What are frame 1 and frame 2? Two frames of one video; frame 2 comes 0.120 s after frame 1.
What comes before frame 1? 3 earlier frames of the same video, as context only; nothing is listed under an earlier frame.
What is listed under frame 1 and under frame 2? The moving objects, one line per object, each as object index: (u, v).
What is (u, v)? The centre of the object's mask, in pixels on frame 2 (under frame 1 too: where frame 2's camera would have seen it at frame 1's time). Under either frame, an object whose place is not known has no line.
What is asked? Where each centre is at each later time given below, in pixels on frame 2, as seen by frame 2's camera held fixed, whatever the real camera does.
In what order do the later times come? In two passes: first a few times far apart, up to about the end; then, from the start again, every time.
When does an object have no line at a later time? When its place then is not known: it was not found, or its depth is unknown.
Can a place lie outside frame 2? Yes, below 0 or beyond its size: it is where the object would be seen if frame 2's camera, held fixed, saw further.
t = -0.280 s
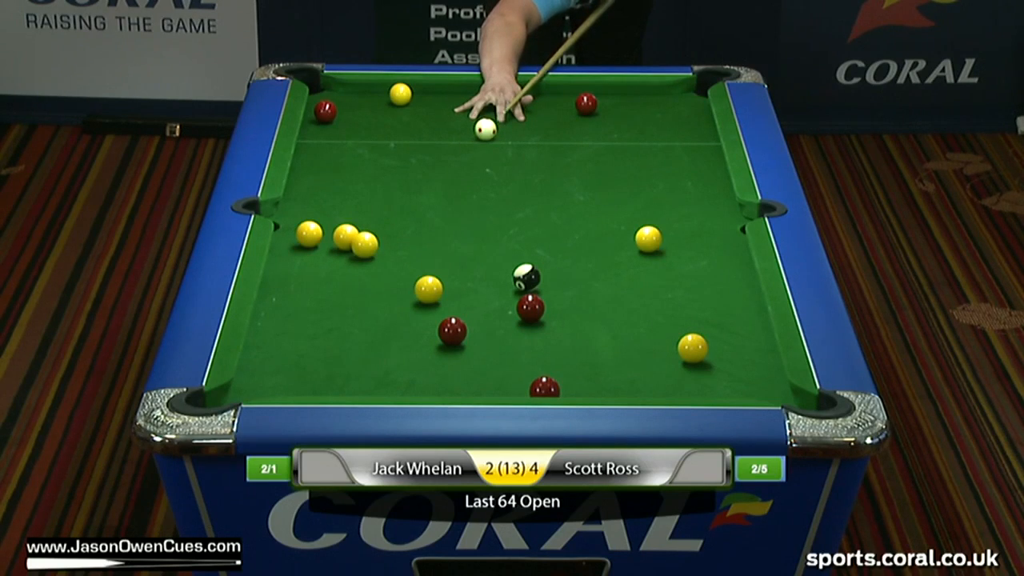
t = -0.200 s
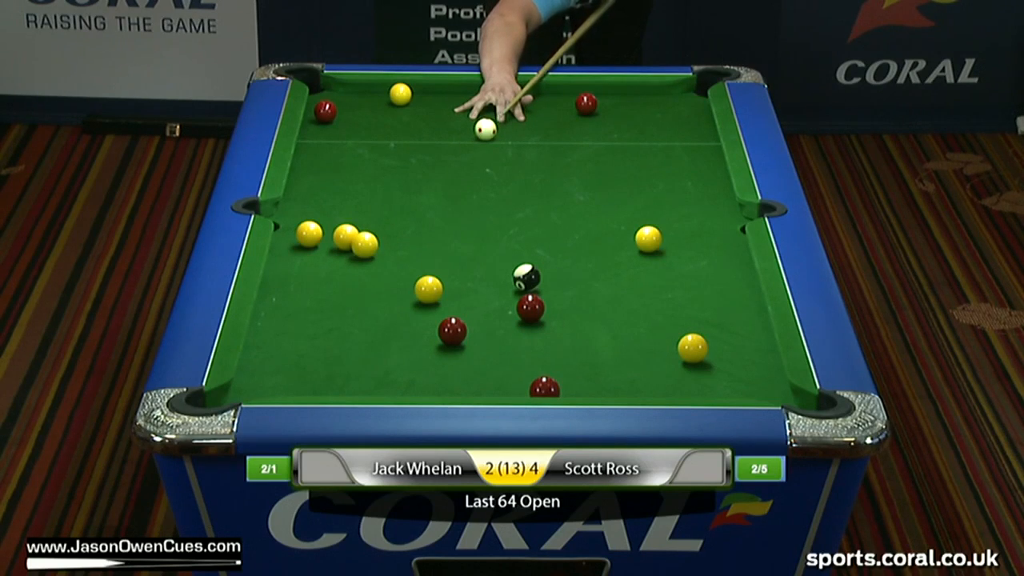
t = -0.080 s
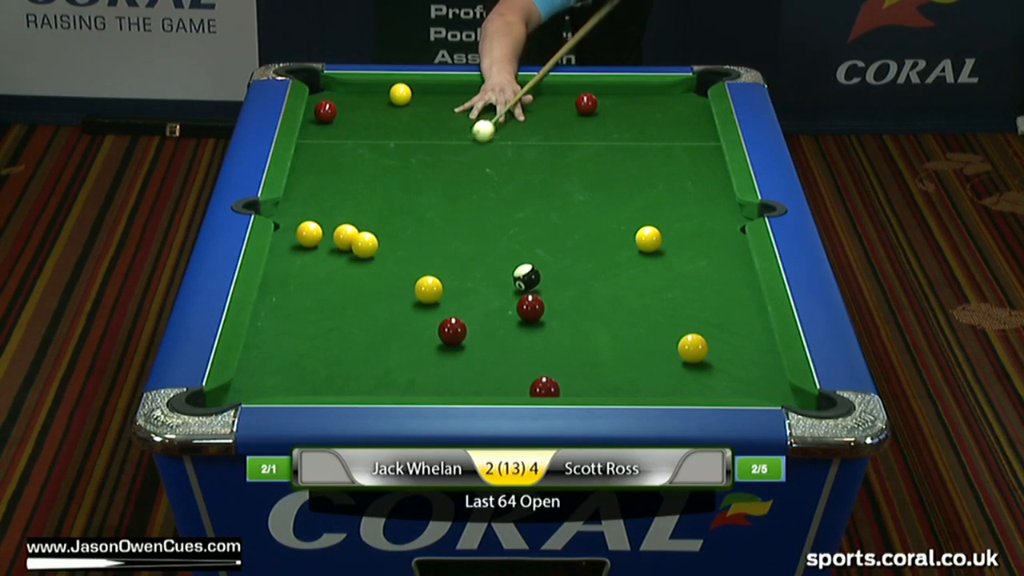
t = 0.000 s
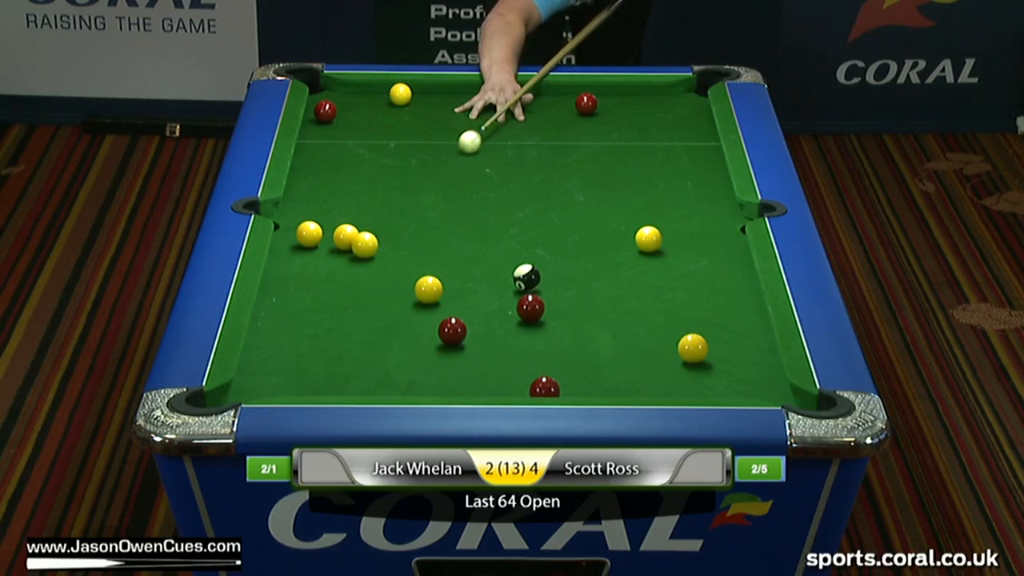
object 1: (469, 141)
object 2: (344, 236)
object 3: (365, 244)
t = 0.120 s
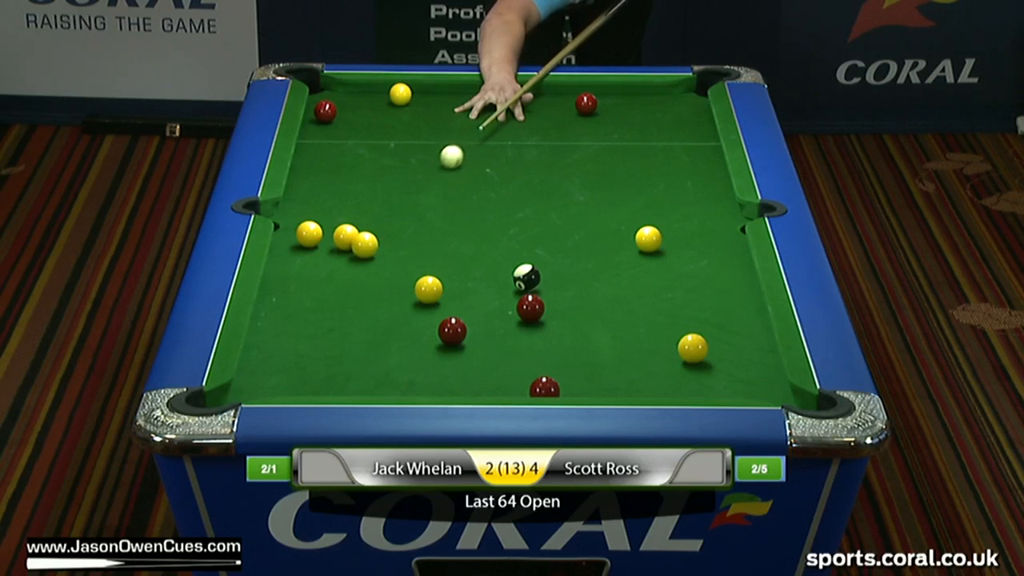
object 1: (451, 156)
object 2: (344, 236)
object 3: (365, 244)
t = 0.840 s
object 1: (370, 230)
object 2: (319, 250)
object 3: (364, 245)
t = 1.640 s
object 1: (390, 241)
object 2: (310, 300)
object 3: (360, 257)
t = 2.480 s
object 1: (392, 242)
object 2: (358, 339)
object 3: (359, 260)
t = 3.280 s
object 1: (392, 242)
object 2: (394, 368)
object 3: (359, 260)
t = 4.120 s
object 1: (392, 242)
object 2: (417, 383)
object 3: (359, 260)
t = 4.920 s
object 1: (392, 242)
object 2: (424, 386)
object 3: (359, 260)
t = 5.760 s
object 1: (393, 242)
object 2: (424, 386)
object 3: (359, 260)
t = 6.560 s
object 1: (392, 242)
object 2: (424, 386)
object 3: (359, 260)
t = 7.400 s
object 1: (393, 242)
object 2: (424, 386)
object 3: (359, 260)
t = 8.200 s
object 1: (393, 242)
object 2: (424, 387)
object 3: (359, 260)
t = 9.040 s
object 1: (393, 242)
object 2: (424, 387)
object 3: (359, 260)
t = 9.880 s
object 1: (393, 242)
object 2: (424, 386)
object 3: (359, 260)
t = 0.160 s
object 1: (445, 161)
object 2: (344, 236)
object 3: (365, 244)
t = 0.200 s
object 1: (439, 166)
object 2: (344, 236)
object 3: (365, 244)
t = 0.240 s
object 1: (433, 172)
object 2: (344, 236)
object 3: (365, 244)
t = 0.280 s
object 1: (427, 177)
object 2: (344, 236)
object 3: (365, 244)
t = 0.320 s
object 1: (420, 182)
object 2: (344, 236)
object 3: (365, 244)
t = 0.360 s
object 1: (414, 187)
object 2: (344, 236)
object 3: (365, 244)
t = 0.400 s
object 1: (407, 192)
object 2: (344, 236)
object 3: (365, 244)
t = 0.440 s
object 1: (401, 198)
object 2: (344, 236)
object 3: (365, 244)
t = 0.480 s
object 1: (394, 203)
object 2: (344, 236)
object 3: (365, 244)
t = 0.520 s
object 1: (388, 209)
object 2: (344, 236)
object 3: (365, 244)
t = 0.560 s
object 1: (381, 214)
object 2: (344, 236)
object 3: (364, 244)
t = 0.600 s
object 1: (375, 219)
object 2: (344, 236)
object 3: (364, 244)
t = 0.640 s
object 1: (369, 222)
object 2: (344, 236)
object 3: (364, 244)
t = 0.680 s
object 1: (363, 225)
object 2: (344, 236)
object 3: (364, 244)
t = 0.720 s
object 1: (364, 227)
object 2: (338, 241)
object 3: (364, 245)
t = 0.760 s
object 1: (366, 228)
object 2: (331, 244)
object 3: (364, 245)
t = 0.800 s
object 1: (368, 229)
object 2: (325, 247)
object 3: (364, 245)
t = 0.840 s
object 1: (370, 230)
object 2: (319, 250)
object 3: (364, 245)
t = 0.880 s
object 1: (372, 232)
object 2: (312, 253)
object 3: (364, 245)
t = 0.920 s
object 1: (374, 233)
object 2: (307, 256)
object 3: (364, 246)
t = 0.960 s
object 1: (376, 234)
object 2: (300, 259)
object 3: (363, 247)
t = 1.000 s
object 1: (377, 235)
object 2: (294, 262)
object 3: (363, 248)
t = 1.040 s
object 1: (378, 236)
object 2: (288, 265)
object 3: (363, 248)
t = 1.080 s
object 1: (379, 237)
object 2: (282, 268)
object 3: (363, 249)
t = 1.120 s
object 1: (380, 237)
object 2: (278, 271)
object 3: (362, 250)
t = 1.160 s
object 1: (381, 238)
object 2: (280, 273)
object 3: (362, 250)
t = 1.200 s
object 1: (381, 238)
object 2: (282, 276)
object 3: (362, 251)
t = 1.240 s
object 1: (382, 239)
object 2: (285, 278)
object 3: (362, 252)
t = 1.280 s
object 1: (383, 239)
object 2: (287, 280)
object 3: (361, 252)
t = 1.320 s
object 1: (384, 240)
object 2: (290, 283)
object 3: (361, 253)
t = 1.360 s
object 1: (385, 240)
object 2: (292, 285)
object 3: (361, 254)
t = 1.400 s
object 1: (385, 241)
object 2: (295, 287)
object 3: (361, 254)
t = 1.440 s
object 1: (386, 241)
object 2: (297, 289)
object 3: (361, 255)
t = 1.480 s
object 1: (387, 241)
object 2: (300, 291)
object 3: (360, 255)
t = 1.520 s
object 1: (388, 241)
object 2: (302, 294)
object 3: (360, 256)
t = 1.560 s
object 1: (388, 241)
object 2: (305, 296)
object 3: (360, 256)
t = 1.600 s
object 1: (389, 241)
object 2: (308, 298)
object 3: (360, 256)
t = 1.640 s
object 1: (390, 241)
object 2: (310, 300)
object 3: (360, 257)
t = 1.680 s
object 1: (390, 241)
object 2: (312, 302)
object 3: (360, 257)
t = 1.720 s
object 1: (391, 242)
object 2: (315, 304)
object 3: (360, 257)
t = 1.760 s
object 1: (391, 242)
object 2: (317, 306)
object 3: (360, 258)
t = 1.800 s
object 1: (391, 242)
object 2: (320, 308)
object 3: (360, 258)
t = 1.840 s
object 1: (392, 242)
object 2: (322, 310)
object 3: (360, 258)
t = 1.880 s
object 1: (392, 242)
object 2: (325, 312)
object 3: (360, 259)
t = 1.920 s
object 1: (392, 242)
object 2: (327, 314)
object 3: (360, 259)
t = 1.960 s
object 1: (392, 242)
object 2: (329, 316)
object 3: (359, 259)
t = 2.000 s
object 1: (392, 242)
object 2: (332, 318)
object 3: (359, 259)
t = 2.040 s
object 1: (392, 242)
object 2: (334, 320)
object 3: (359, 260)
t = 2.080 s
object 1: (392, 242)
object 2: (336, 322)
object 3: (359, 260)
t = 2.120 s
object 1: (392, 242)
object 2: (339, 324)
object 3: (359, 260)
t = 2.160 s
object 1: (392, 242)
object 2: (341, 325)
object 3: (359, 260)
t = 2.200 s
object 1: (392, 242)
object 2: (343, 327)
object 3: (359, 260)
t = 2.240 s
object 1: (392, 242)
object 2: (345, 329)
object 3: (359, 260)
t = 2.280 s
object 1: (392, 242)
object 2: (347, 331)
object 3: (359, 260)
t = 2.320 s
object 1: (393, 242)
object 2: (350, 333)
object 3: (359, 260)
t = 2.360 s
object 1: (392, 242)
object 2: (352, 335)
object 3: (359, 260)
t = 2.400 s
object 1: (392, 242)
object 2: (354, 336)
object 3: (359, 260)
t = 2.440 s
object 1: (392, 242)
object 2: (356, 338)
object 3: (359, 260)
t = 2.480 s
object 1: (392, 242)
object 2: (358, 339)
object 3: (359, 260)
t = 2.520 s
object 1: (392, 242)
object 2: (360, 341)
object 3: (359, 260)
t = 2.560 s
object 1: (392, 242)
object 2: (363, 343)
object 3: (359, 260)
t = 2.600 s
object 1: (392, 242)
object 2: (365, 344)
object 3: (359, 260)
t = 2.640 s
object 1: (392, 242)
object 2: (367, 346)
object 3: (359, 260)
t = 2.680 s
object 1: (393, 242)
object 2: (368, 347)
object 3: (359, 260)
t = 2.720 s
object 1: (393, 242)
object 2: (371, 349)
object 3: (359, 260)
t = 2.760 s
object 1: (393, 242)
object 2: (373, 351)
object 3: (359, 260)
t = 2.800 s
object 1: (393, 242)
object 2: (374, 352)
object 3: (359, 260)
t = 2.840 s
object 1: (393, 242)
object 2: (377, 353)
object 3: (359, 260)
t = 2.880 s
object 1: (392, 242)
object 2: (378, 355)
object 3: (359, 260)
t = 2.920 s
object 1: (392, 242)
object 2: (380, 356)
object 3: (359, 260)
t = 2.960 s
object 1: (392, 242)
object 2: (382, 358)
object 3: (359, 260)
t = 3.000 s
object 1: (392, 242)
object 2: (384, 359)
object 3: (359, 260)
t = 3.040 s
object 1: (392, 242)
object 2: (385, 360)
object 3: (359, 260)
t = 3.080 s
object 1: (393, 242)
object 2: (387, 362)
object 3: (359, 260)
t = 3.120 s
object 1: (393, 242)
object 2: (389, 363)
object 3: (359, 260)
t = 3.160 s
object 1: (393, 242)
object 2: (390, 364)
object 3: (359, 260)
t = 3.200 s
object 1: (392, 242)
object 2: (392, 365)
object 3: (359, 260)
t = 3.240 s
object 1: (393, 242)
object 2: (393, 367)
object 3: (359, 260)
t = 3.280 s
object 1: (392, 242)
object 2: (394, 368)
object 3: (359, 260)
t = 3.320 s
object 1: (392, 242)
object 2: (396, 369)
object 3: (359, 260)
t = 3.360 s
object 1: (392, 242)
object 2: (397, 370)
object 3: (359, 260)
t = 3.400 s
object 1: (392, 242)
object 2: (398, 371)
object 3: (359, 260)
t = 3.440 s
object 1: (392, 242)
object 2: (400, 372)
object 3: (359, 260)
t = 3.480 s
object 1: (392, 242)
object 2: (401, 373)
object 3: (359, 260)
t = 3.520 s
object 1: (392, 242)
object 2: (402, 374)
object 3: (359, 260)
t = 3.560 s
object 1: (392, 242)
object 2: (403, 375)
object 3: (359, 260)
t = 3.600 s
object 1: (392, 242)
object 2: (404, 376)
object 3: (359, 260)
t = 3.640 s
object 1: (392, 242)
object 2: (406, 377)
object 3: (359, 260)
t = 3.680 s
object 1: (392, 242)
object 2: (407, 377)
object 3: (359, 260)
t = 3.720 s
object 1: (392, 242)
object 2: (408, 378)
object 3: (359, 260)
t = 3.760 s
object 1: (393, 242)
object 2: (409, 379)
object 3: (359, 260)
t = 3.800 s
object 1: (392, 242)
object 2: (410, 380)
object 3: (359, 260)
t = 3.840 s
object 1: (392, 242)
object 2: (411, 380)
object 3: (359, 260)
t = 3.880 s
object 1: (392, 242)
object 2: (412, 381)
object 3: (359, 260)
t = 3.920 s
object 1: (392, 242)
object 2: (413, 382)
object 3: (359, 260)
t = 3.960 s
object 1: (392, 242)
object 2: (414, 382)
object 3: (359, 260)
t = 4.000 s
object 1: (392, 242)
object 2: (414, 382)
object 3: (359, 260)
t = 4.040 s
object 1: (392, 242)
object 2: (415, 383)
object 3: (359, 260)
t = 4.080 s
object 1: (392, 242)
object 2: (416, 383)
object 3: (359, 260)
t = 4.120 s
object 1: (392, 242)
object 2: (417, 383)
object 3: (359, 260)
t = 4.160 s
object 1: (392, 242)
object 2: (417, 384)
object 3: (359, 260)
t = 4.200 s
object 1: (392, 242)
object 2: (418, 384)
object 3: (359, 260)
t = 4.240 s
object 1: (392, 242)
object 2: (419, 384)
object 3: (359, 260)
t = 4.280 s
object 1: (392, 242)
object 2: (419, 385)
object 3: (359, 260)
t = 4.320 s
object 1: (392, 242)
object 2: (419, 385)
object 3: (359, 260)
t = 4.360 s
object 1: (392, 242)
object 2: (420, 385)
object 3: (359, 260)
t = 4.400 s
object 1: (392, 242)
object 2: (420, 385)
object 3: (359, 260)
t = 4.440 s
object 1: (392, 242)
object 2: (421, 385)
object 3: (359, 260)
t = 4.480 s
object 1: (392, 242)
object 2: (421, 386)
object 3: (359, 260)
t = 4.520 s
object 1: (392, 242)
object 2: (422, 385)
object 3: (359, 260)
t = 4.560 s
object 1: (392, 242)
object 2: (422, 386)
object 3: (359, 260)
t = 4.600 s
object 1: (392, 242)
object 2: (423, 386)
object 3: (359, 260)
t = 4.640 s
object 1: (392, 242)
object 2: (423, 386)
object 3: (359, 260)
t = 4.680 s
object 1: (392, 242)
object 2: (423, 386)
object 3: (359, 260)
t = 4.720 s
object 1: (392, 242)
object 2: (424, 386)
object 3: (359, 260)
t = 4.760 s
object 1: (392, 242)
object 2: (424, 386)
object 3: (359, 260)
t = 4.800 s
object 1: (392, 242)
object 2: (424, 386)
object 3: (359, 260)
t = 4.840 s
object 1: (392, 242)
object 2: (424, 386)
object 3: (359, 260)
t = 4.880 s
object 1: (392, 242)
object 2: (424, 386)
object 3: (359, 260)
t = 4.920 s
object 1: (392, 242)
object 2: (424, 386)
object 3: (359, 260)
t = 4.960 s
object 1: (392, 242)
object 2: (424, 386)
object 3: (359, 260)
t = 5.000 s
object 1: (392, 242)
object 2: (424, 386)
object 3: (359, 260)
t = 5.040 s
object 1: (392, 242)
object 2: (424, 386)
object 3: (359, 260)
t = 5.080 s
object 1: (392, 242)
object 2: (424, 386)
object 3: (359, 260)
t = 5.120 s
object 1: (392, 242)
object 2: (424, 386)
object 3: (359, 260)
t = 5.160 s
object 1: (392, 242)
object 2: (424, 386)
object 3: (359, 260)
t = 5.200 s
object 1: (392, 242)
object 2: (424, 386)
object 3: (359, 260)
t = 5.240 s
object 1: (392, 242)
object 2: (424, 386)
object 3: (359, 260)
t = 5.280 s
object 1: (392, 242)
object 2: (424, 386)
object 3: (359, 260)
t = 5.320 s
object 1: (392, 242)
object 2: (424, 386)
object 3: (359, 260)
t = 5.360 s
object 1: (392, 242)
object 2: (424, 386)
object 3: (359, 260)
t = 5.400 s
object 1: (392, 242)
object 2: (424, 386)
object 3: (359, 260)
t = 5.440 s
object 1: (392, 242)
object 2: (424, 386)
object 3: (359, 260)
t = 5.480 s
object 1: (392, 242)
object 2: (424, 386)
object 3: (359, 260)
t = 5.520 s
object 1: (392, 242)
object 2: (424, 386)
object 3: (359, 260)
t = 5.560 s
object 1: (393, 242)
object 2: (424, 386)
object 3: (359, 260)
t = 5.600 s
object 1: (392, 242)
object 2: (424, 386)
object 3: (359, 260)
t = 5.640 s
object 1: (393, 242)
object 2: (424, 386)
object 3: (359, 260)
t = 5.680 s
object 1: (393, 242)
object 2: (424, 386)
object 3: (359, 260)
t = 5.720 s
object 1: (392, 242)
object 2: (424, 386)
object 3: (359, 260)
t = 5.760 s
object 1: (393, 242)
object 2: (424, 386)
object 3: (359, 260)
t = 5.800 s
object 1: (392, 242)
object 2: (424, 386)
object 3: (359, 260)
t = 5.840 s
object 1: (392, 242)
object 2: (424, 386)
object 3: (359, 260)
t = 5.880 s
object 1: (392, 242)
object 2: (424, 386)
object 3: (359, 260)
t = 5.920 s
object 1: (392, 242)
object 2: (424, 386)
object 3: (359, 260)
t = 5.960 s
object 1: (392, 242)
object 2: (424, 386)
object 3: (359, 260)
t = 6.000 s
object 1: (392, 242)
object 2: (424, 386)
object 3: (359, 260)
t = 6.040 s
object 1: (392, 242)
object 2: (424, 386)
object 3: (359, 260)
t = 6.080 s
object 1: (392, 242)
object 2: (424, 386)
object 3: (359, 260)
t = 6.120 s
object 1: (392, 242)
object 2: (424, 386)
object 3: (359, 260)
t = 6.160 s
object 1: (392, 242)
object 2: (424, 386)
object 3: (359, 260)
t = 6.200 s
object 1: (392, 242)
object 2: (424, 386)
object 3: (359, 260)
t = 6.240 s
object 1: (392, 242)
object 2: (424, 386)
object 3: (359, 260)
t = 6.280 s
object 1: (392, 242)
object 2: (424, 386)
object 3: (359, 260)
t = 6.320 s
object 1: (392, 242)
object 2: (424, 386)
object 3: (359, 260)
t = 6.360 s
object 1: (392, 242)
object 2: (424, 387)
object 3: (359, 260)
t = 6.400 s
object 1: (392, 242)
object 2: (424, 386)
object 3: (359, 260)
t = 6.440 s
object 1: (392, 242)
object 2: (424, 387)
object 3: (359, 260)
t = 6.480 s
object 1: (392, 242)
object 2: (424, 387)
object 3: (359, 260)
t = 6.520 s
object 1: (392, 242)
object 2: (424, 386)
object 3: (359, 260)
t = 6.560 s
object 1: (392, 242)
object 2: (424, 386)
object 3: (359, 260)
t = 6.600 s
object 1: (392, 242)
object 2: (424, 387)
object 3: (359, 260)
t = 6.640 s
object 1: (392, 242)
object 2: (424, 386)
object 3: (359, 260)
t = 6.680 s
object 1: (392, 242)
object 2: (424, 386)
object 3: (359, 260)
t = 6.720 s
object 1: (392, 242)
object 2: (424, 386)
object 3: (359, 260)
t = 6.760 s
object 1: (392, 242)
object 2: (424, 387)
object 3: (359, 260)
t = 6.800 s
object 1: (393, 242)
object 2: (424, 387)
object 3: (359, 260)
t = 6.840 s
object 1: (392, 242)
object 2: (424, 387)
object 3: (359, 260)
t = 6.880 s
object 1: (393, 242)
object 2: (424, 387)
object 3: (359, 260)
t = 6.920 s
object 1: (393, 242)
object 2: (424, 387)
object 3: (359, 260)
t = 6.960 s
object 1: (393, 242)
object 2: (424, 386)
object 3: (359, 260)
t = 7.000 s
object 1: (393, 242)
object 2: (424, 387)
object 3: (359, 260)
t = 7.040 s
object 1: (393, 242)
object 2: (424, 387)
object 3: (359, 260)
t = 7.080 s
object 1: (393, 242)
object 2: (424, 386)
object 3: (359, 260)
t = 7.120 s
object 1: (393, 242)
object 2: (424, 386)
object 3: (359, 260)
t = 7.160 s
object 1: (393, 242)
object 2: (424, 387)
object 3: (359, 260)
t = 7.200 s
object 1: (393, 242)
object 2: (424, 386)
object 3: (359, 260)
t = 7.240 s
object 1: (393, 242)
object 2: (424, 386)
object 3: (359, 260)
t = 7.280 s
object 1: (393, 242)
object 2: (424, 386)
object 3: (359, 260)
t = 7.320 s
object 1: (393, 242)
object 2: (424, 387)
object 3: (359, 260)
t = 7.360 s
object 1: (393, 242)
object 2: (424, 387)
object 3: (359, 260)
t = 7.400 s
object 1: (393, 242)
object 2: (424, 386)
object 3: (359, 260)
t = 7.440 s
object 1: (393, 242)
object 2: (424, 386)
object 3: (359, 260)
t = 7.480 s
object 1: (393, 242)
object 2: (424, 387)
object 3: (359, 260)
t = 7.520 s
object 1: (393, 242)
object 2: (424, 386)
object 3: (359, 260)
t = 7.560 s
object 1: (393, 242)
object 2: (424, 386)
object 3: (359, 260)
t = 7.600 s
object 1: (393, 242)
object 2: (424, 387)
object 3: (359, 260)
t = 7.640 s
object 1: (393, 242)
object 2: (424, 387)
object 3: (359, 260)
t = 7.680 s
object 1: (393, 242)
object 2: (424, 387)
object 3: (359, 260)
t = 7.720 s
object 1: (393, 242)
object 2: (424, 386)
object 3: (359, 260)
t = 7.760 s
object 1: (393, 242)
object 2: (424, 386)
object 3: (359, 260)
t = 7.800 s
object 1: (393, 242)
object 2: (424, 387)
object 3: (359, 260)
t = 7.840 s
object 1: (393, 242)
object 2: (424, 386)
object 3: (359, 260)
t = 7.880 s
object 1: (393, 242)
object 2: (424, 386)
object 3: (359, 260)
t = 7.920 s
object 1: (393, 242)
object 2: (424, 387)
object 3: (359, 260)
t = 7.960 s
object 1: (393, 242)
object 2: (424, 386)
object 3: (359, 260)
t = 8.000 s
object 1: (393, 242)
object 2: (424, 387)
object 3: (359, 260)
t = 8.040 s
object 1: (393, 242)
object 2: (424, 387)
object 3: (359, 260)
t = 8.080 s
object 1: (393, 242)
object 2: (424, 386)
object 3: (359, 260)
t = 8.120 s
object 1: (393, 242)
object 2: (424, 387)
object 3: (359, 260)
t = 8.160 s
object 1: (393, 242)
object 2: (424, 386)
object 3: (359, 260)
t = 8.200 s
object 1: (393, 242)
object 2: (424, 387)
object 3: (359, 260)
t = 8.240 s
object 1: (393, 242)
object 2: (424, 386)
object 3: (359, 260)
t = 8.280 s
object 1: (393, 242)
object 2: (424, 386)
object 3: (359, 260)
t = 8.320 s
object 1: (393, 242)
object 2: (424, 387)
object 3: (359, 260)
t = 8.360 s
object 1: (393, 242)
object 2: (424, 387)
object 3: (359, 260)
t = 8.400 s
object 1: (393, 242)
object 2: (424, 386)
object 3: (359, 260)
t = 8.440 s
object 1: (393, 242)
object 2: (424, 386)
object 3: (359, 260)
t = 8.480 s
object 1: (393, 242)
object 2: (424, 387)
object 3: (359, 260)
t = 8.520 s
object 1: (393, 242)
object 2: (424, 387)
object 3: (359, 260)
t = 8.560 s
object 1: (393, 242)
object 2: (424, 386)
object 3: (359, 260)
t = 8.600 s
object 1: (392, 242)
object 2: (424, 386)
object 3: (359, 260)
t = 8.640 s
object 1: (393, 242)
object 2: (424, 386)
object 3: (359, 260)
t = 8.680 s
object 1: (393, 242)
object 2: (424, 387)
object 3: (359, 260)
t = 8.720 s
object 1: (393, 242)
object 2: (424, 386)
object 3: (359, 260)
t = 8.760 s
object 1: (392, 242)
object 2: (424, 386)
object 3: (359, 260)
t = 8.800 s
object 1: (393, 242)
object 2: (424, 387)
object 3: (359, 260)
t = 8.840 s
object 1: (392, 242)
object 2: (424, 387)
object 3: (359, 260)
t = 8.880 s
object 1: (393, 242)
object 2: (424, 386)
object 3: (359, 260)
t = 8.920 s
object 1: (393, 242)
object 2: (424, 386)
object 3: (359, 260)
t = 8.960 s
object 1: (393, 242)
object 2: (424, 386)
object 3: (359, 260)
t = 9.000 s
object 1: (393, 242)
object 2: (424, 387)
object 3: (359, 260)
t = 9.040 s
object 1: (393, 242)
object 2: (424, 387)
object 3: (359, 260)
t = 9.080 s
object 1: (393, 242)
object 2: (424, 387)
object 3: (359, 260)
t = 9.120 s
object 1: (393, 242)
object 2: (424, 386)
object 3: (359, 260)
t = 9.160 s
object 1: (393, 242)
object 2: (424, 387)
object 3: (359, 260)
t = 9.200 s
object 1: (393, 242)
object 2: (424, 387)
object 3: (359, 260)
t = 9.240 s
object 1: (393, 242)
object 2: (424, 386)
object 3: (359, 260)
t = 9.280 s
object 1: (393, 242)
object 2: (424, 387)
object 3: (359, 260)
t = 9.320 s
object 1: (393, 242)
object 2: (424, 386)
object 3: (359, 260)
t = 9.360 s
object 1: (393, 242)
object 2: (424, 387)
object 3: (359, 260)
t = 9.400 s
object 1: (393, 242)
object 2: (424, 386)
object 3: (359, 260)
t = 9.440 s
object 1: (393, 242)
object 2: (424, 387)
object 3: (359, 260)
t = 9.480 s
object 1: (393, 242)
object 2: (424, 386)
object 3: (359, 260)
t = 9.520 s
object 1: (393, 242)
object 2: (424, 387)
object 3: (359, 260)
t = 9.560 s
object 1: (393, 242)
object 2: (424, 386)
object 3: (359, 260)
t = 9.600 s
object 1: (393, 242)
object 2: (424, 387)
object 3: (359, 260)
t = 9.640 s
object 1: (393, 242)
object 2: (424, 386)
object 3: (359, 260)
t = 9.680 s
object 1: (393, 242)
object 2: (424, 387)
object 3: (359, 260)
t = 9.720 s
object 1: (393, 242)
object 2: (424, 386)
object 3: (359, 260)
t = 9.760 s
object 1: (393, 242)
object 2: (424, 387)
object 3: (359, 260)
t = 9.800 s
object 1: (393, 242)
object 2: (424, 386)
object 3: (359, 260)
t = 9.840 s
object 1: (392, 242)
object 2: (424, 387)
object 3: (359, 260)
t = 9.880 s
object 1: (393, 242)
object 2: (424, 386)
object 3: (359, 260)
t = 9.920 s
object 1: (393, 242)
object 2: (424, 387)
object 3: (359, 260)
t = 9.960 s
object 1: (393, 242)
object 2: (424, 386)
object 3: (359, 260)
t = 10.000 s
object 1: (393, 242)
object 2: (424, 386)
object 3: (359, 260)
